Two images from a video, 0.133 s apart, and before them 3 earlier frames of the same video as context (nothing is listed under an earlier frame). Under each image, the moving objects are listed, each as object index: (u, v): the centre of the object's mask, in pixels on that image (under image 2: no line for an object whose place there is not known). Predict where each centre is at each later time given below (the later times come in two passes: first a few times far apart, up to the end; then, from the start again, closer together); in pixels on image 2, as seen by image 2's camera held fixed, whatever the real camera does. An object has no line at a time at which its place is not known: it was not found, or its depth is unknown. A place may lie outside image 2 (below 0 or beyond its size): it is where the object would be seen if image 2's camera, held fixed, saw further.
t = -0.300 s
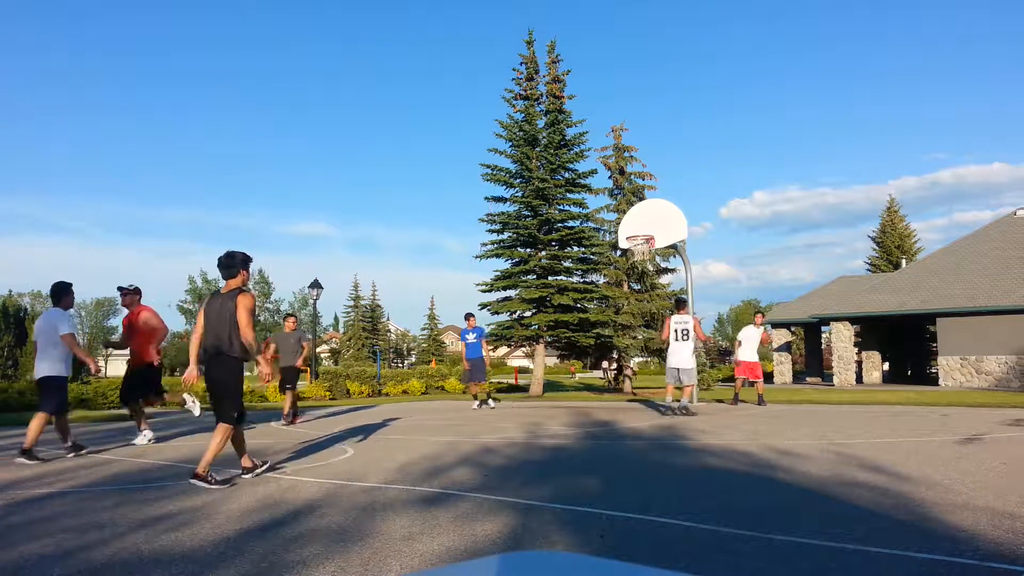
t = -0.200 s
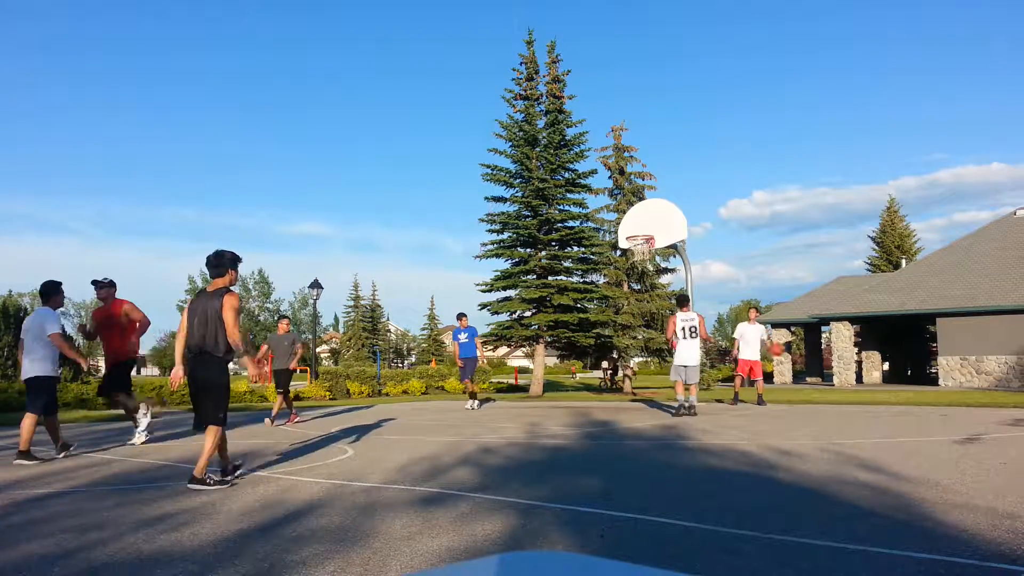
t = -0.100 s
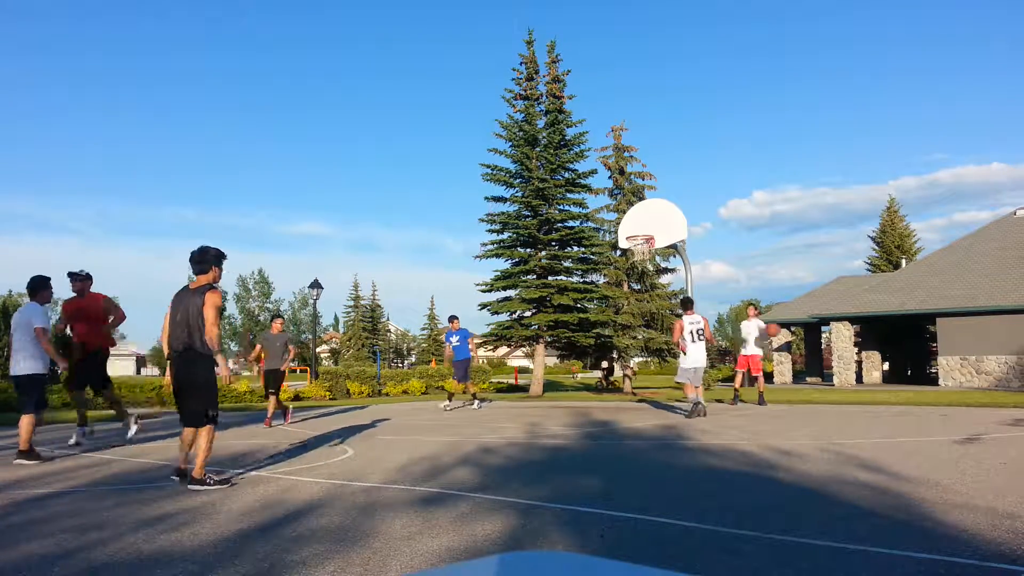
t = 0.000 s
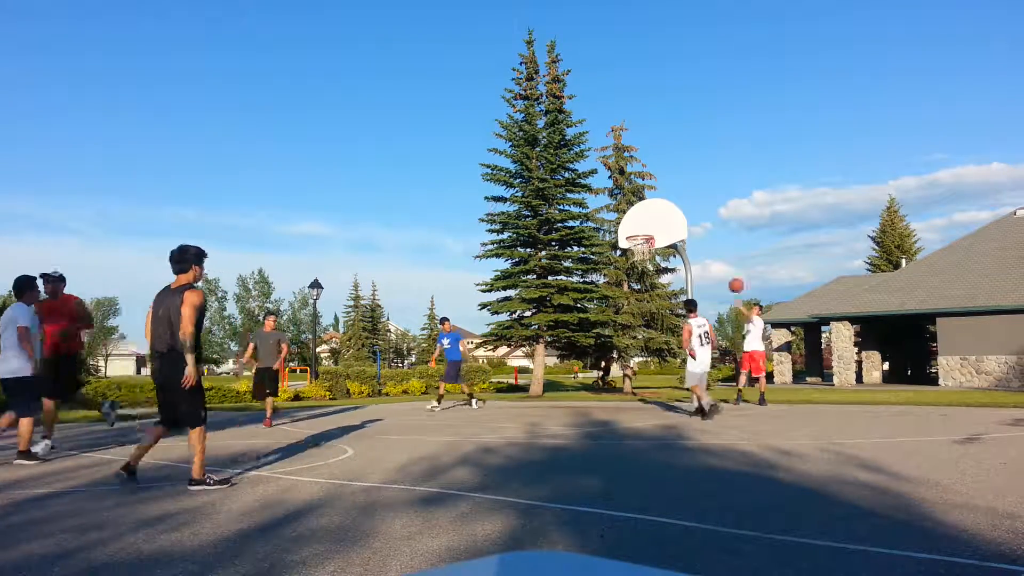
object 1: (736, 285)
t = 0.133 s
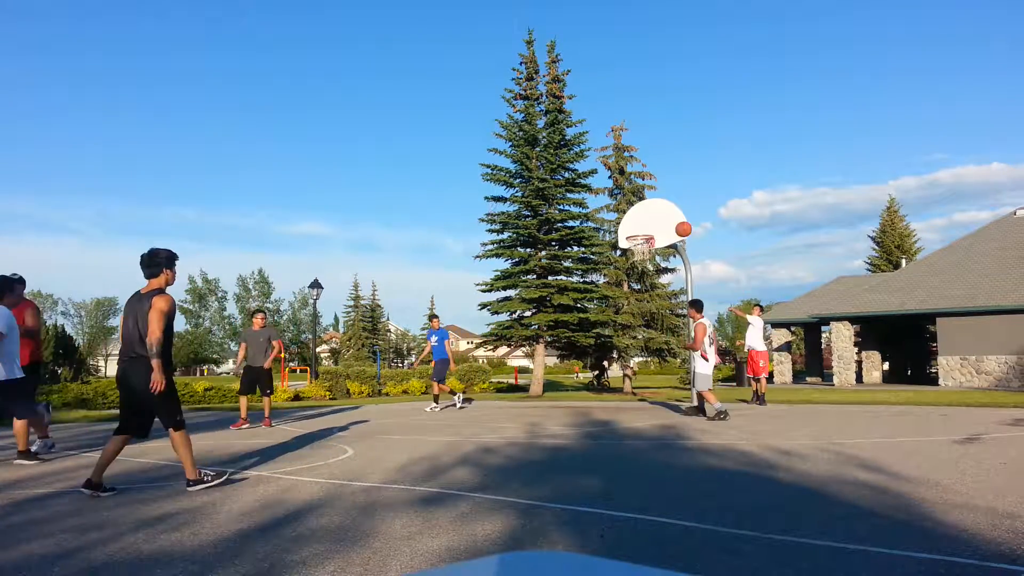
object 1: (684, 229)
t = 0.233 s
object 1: (640, 190)
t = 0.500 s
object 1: (497, 98)
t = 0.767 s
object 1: (284, 33)
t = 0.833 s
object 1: (210, 24)
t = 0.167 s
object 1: (670, 215)
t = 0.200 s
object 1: (655, 203)
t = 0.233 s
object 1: (640, 190)
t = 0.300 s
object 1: (608, 165)
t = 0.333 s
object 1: (592, 153)
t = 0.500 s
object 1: (497, 98)
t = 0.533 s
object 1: (476, 88)
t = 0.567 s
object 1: (453, 78)
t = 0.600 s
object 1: (429, 70)
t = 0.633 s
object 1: (403, 61)
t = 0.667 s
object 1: (376, 53)
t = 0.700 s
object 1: (348, 46)
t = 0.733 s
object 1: (317, 39)
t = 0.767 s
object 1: (284, 33)
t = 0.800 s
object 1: (248, 27)
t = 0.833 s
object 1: (210, 24)
